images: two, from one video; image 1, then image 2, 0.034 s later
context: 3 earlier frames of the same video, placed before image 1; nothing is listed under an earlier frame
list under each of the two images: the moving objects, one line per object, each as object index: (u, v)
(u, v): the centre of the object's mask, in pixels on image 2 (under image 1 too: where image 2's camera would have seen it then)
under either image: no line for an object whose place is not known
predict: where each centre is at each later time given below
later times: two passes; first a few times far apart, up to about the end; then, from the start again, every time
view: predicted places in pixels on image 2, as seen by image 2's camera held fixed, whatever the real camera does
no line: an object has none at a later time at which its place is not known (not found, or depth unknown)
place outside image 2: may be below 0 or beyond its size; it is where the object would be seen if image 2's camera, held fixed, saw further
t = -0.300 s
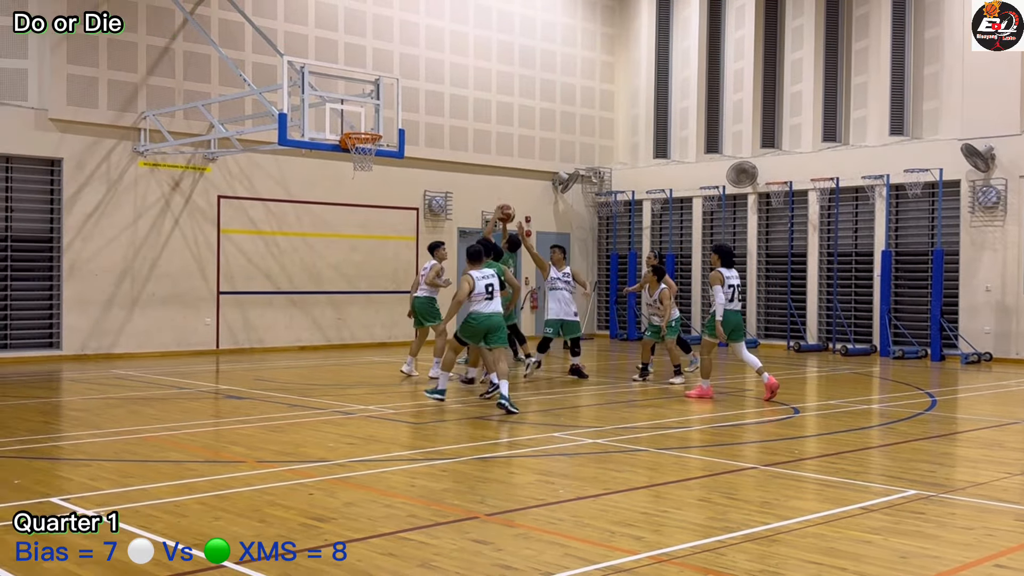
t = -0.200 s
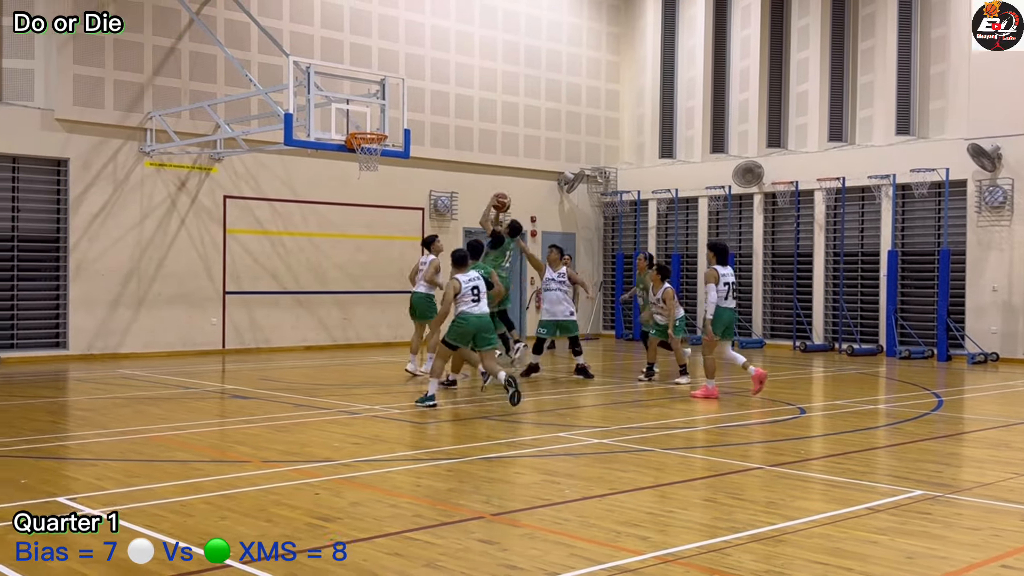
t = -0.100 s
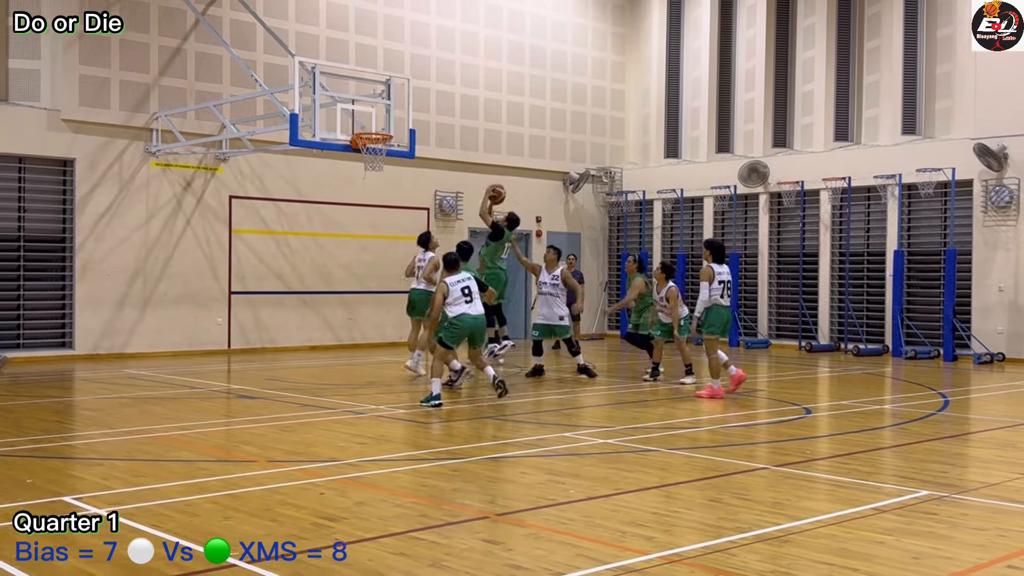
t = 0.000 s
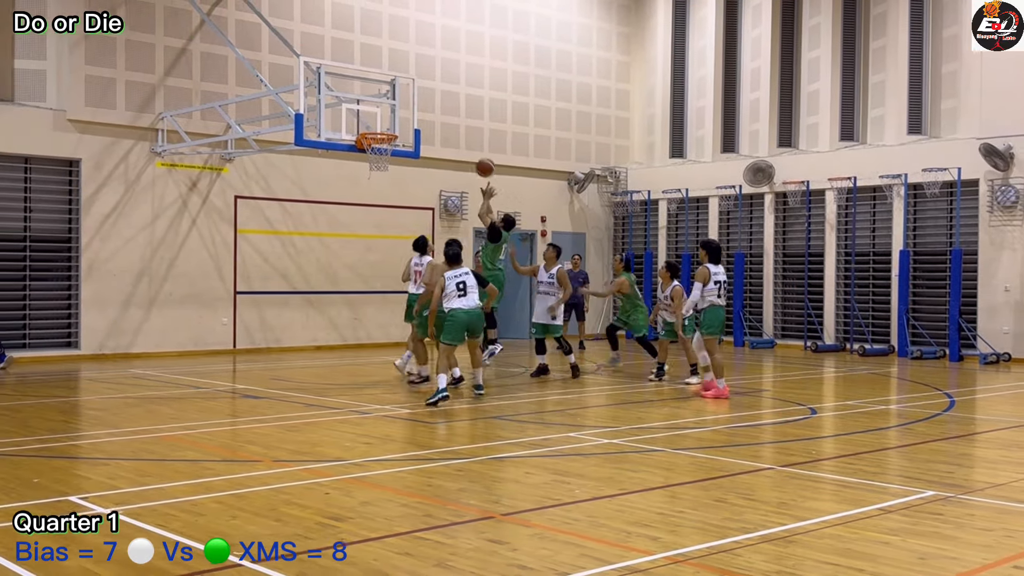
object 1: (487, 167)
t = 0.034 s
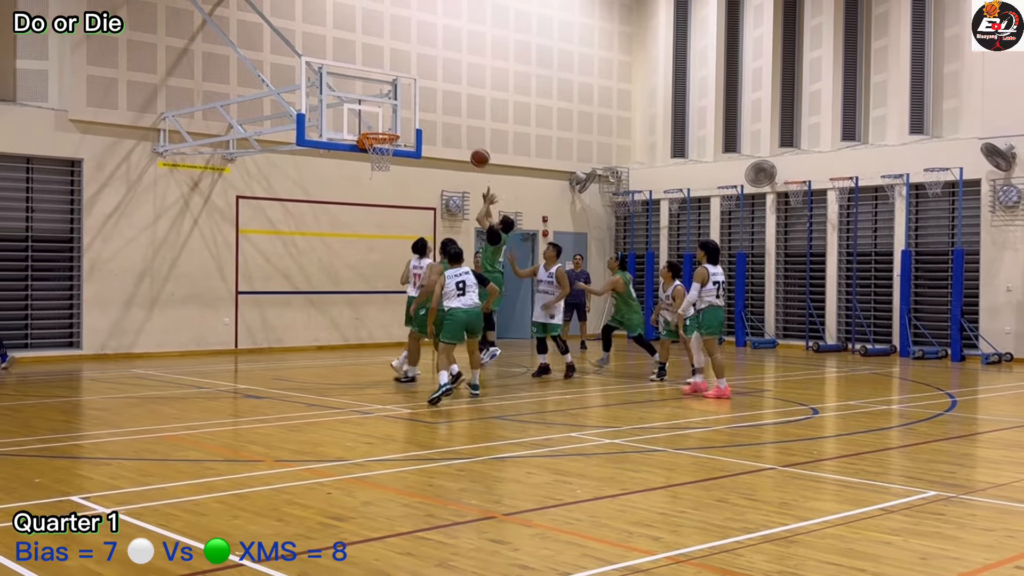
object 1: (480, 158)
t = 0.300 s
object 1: (427, 112)
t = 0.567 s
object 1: (376, 123)
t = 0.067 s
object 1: (473, 149)
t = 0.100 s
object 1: (466, 141)
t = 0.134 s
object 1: (460, 134)
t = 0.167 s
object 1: (453, 128)
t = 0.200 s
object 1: (446, 122)
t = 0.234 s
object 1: (440, 119)
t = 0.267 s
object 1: (433, 115)
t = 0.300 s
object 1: (427, 112)
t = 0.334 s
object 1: (420, 111)
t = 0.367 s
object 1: (414, 110)
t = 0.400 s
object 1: (407, 110)
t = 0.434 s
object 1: (401, 111)
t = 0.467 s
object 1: (395, 113)
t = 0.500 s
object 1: (388, 115)
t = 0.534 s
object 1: (382, 118)
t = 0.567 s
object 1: (376, 123)
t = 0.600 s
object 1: (370, 126)
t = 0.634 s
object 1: (371, 123)
